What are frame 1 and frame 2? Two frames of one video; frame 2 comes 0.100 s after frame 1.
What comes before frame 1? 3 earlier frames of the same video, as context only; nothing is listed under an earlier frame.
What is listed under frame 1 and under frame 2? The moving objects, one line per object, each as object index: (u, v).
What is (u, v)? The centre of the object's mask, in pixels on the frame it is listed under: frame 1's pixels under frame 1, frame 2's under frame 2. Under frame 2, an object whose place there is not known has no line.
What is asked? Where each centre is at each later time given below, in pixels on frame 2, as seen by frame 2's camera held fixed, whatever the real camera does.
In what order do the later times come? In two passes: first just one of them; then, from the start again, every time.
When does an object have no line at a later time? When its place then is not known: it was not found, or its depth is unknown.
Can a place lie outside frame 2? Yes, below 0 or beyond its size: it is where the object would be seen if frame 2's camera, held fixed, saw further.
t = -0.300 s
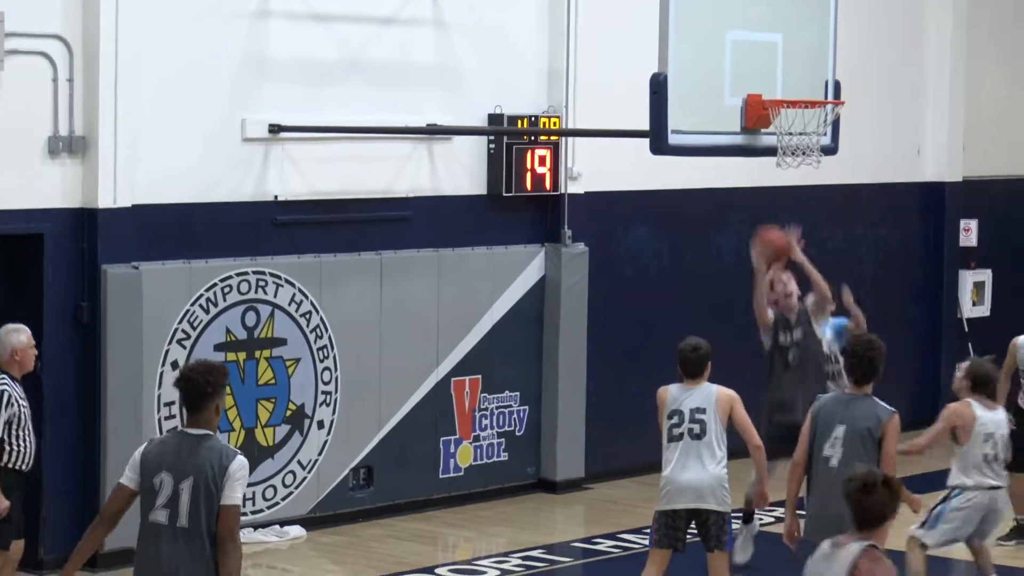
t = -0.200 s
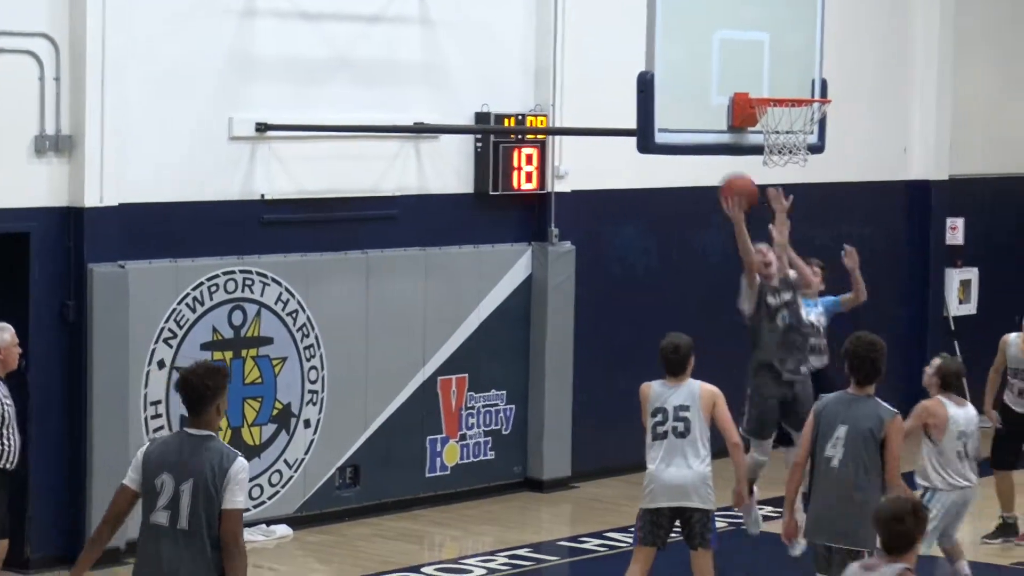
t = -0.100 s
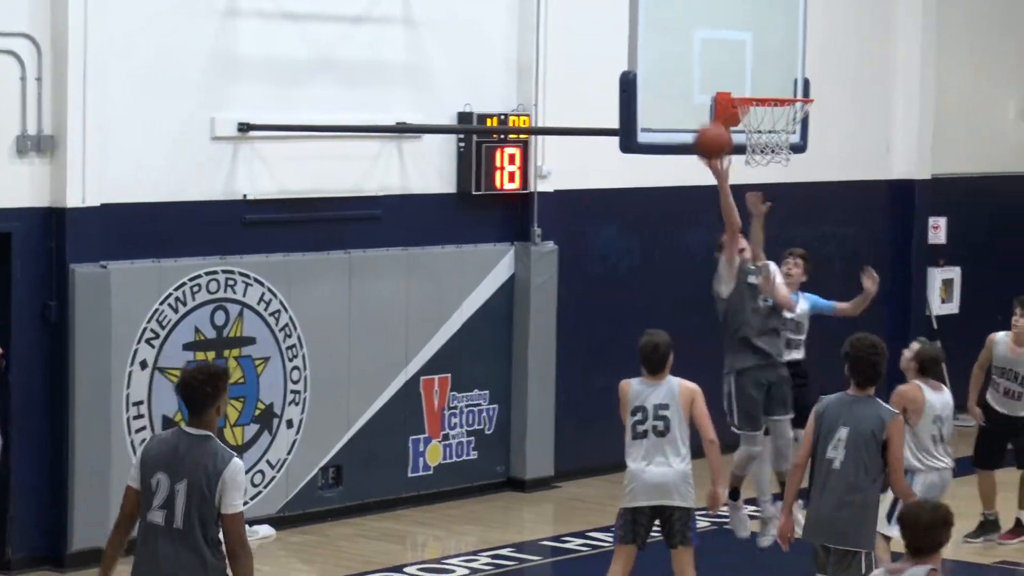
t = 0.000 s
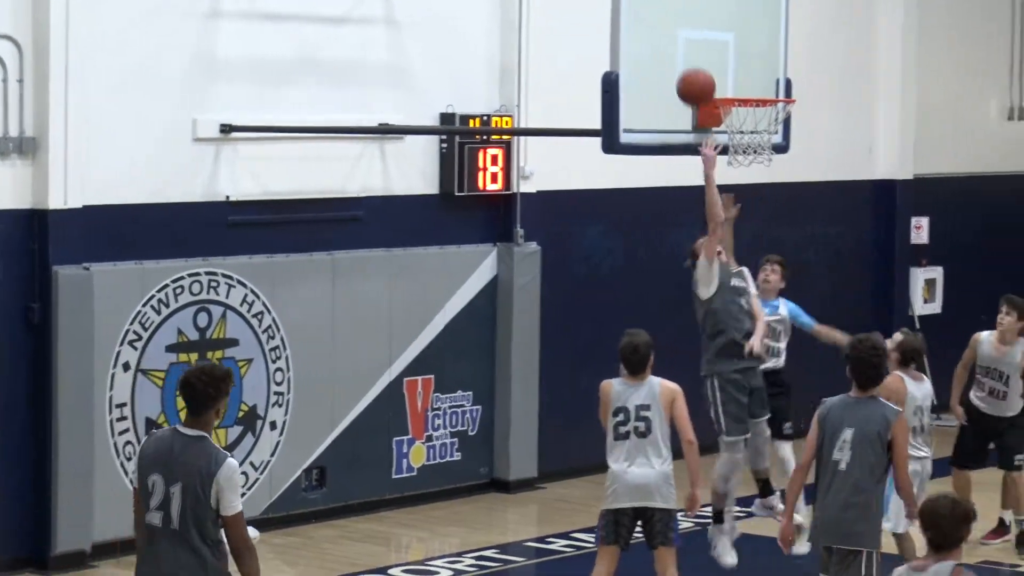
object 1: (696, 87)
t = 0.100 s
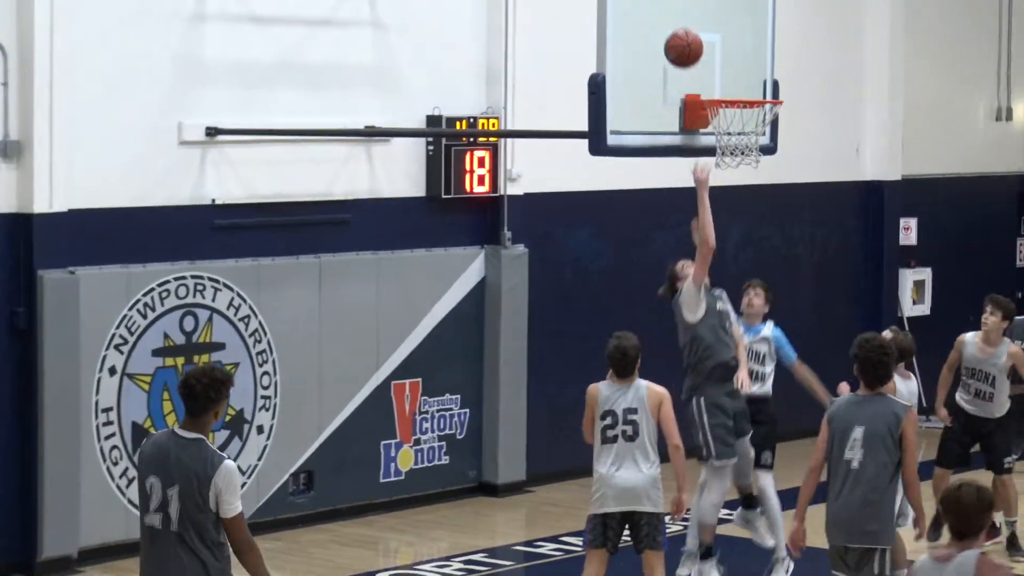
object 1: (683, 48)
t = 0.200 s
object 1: (684, 24)
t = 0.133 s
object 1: (684, 38)
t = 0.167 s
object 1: (684, 30)
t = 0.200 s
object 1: (684, 24)
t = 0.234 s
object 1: (687, 21)
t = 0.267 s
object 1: (692, 21)
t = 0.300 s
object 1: (697, 22)
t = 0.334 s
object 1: (702, 24)
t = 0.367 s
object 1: (707, 29)
